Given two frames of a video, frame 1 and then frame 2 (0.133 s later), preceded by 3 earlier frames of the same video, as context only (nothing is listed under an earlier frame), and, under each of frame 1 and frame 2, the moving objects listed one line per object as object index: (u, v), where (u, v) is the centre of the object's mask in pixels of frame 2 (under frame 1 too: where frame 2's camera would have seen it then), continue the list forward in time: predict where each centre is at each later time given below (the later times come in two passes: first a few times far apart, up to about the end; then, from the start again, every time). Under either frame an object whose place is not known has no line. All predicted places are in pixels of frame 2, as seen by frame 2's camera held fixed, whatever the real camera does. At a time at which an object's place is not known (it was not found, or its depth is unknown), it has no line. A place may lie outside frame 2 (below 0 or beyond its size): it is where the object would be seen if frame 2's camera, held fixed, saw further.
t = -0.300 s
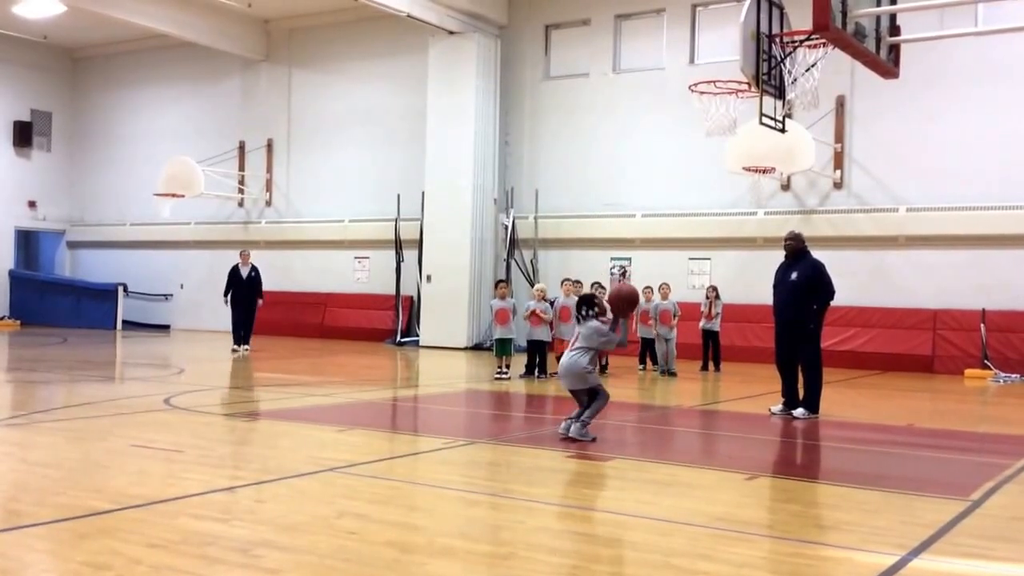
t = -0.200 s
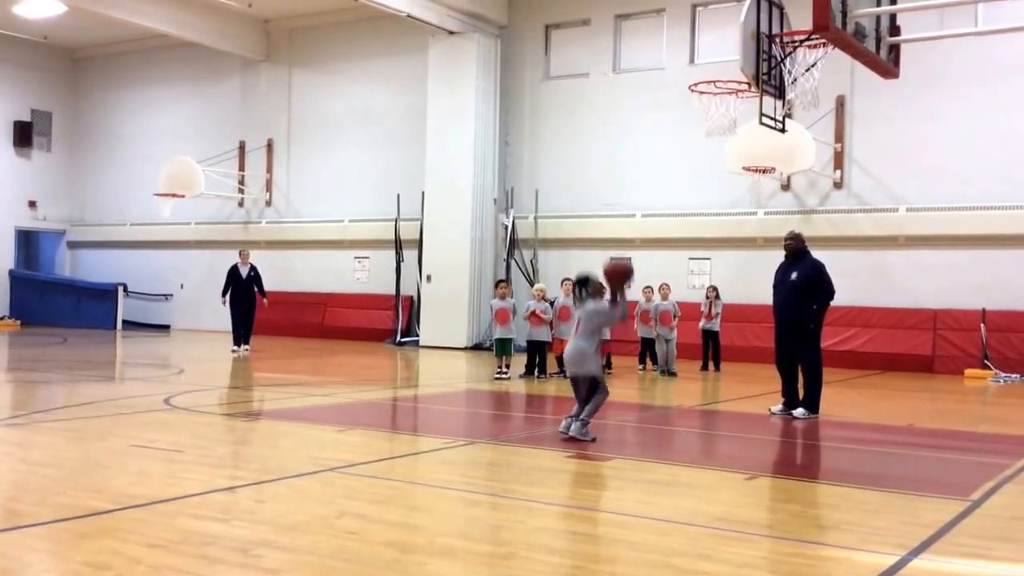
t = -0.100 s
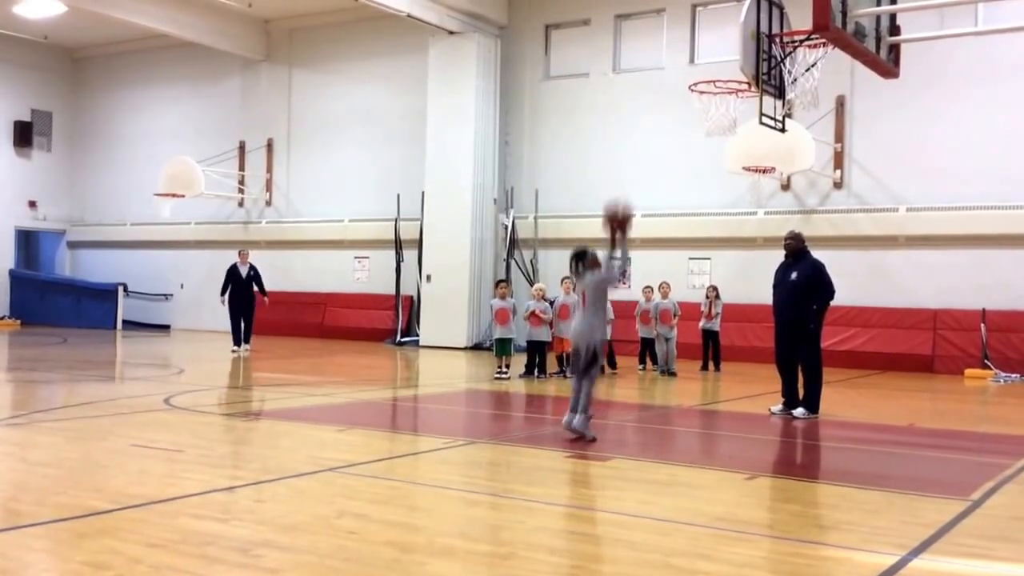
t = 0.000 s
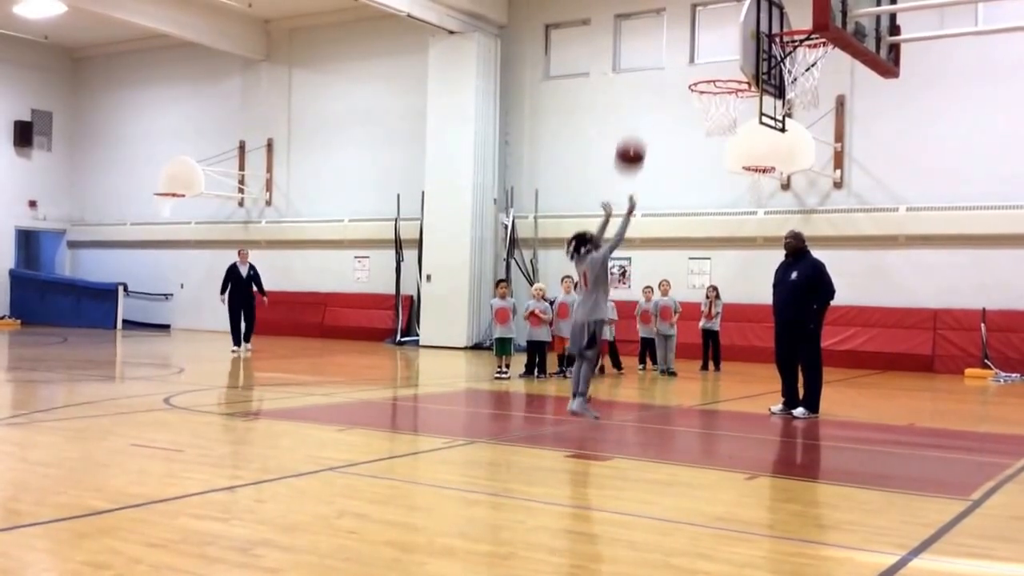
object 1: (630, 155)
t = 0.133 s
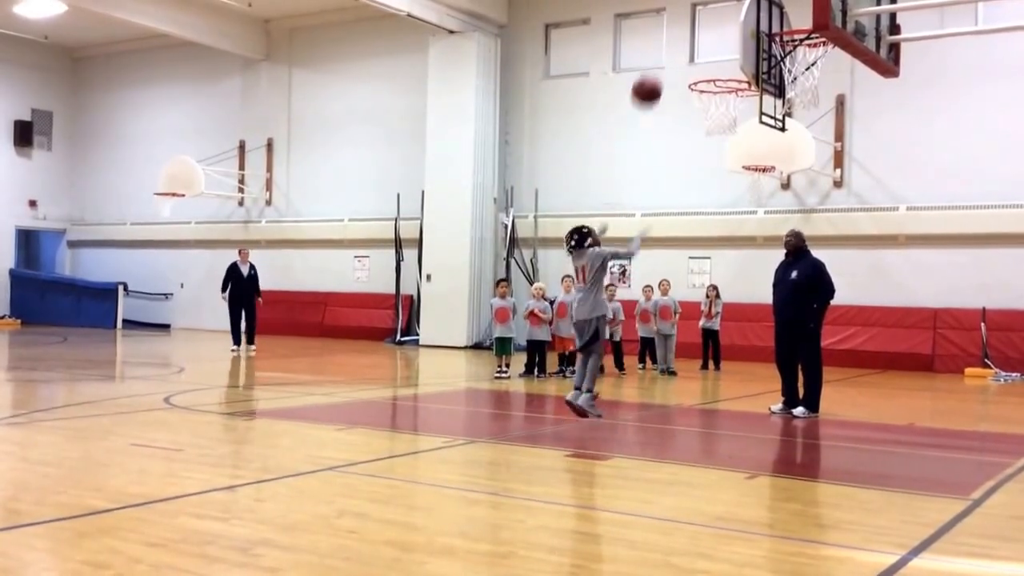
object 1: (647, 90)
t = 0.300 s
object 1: (665, 43)
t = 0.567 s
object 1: (692, 41)
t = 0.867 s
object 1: (691, 64)
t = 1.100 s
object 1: (674, 123)
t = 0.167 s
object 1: (651, 78)
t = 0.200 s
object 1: (655, 67)
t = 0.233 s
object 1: (658, 57)
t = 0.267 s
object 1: (662, 49)
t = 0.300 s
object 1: (665, 43)
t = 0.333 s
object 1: (669, 38)
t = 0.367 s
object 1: (672, 35)
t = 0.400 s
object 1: (676, 33)
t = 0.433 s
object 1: (679, 31)
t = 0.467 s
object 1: (682, 32)
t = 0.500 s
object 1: (686, 34)
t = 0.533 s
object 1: (689, 36)
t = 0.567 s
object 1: (692, 41)
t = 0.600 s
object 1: (696, 47)
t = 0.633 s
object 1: (699, 55)
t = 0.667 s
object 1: (702, 63)
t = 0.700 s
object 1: (702, 65)
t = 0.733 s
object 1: (700, 62)
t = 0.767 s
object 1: (697, 60)
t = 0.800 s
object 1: (695, 60)
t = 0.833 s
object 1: (694, 61)
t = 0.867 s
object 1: (691, 64)
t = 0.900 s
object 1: (689, 68)
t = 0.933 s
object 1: (687, 74)
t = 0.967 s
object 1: (684, 80)
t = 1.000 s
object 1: (682, 89)
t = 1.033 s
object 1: (679, 99)
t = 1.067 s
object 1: (677, 110)
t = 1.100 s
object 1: (674, 123)
